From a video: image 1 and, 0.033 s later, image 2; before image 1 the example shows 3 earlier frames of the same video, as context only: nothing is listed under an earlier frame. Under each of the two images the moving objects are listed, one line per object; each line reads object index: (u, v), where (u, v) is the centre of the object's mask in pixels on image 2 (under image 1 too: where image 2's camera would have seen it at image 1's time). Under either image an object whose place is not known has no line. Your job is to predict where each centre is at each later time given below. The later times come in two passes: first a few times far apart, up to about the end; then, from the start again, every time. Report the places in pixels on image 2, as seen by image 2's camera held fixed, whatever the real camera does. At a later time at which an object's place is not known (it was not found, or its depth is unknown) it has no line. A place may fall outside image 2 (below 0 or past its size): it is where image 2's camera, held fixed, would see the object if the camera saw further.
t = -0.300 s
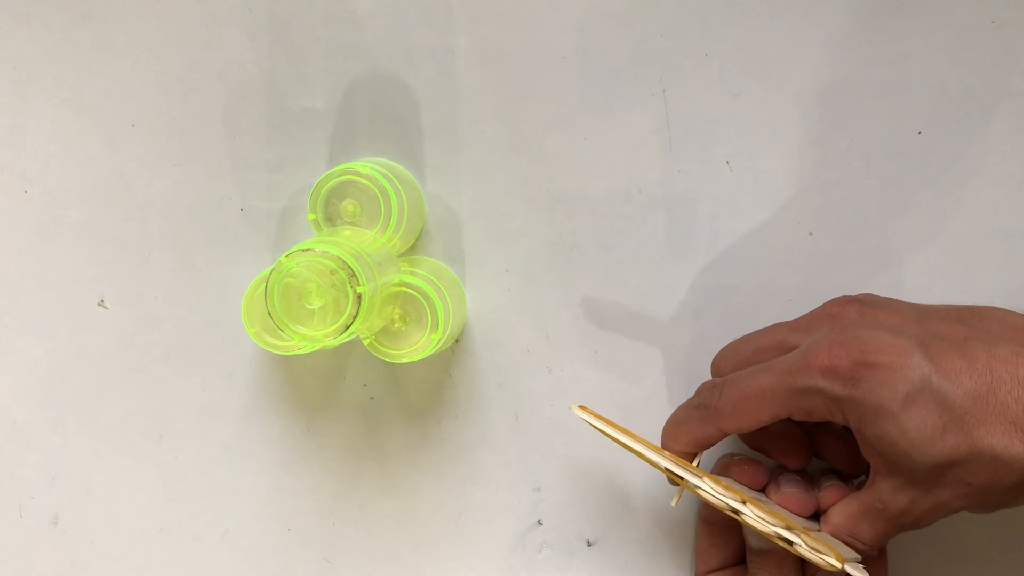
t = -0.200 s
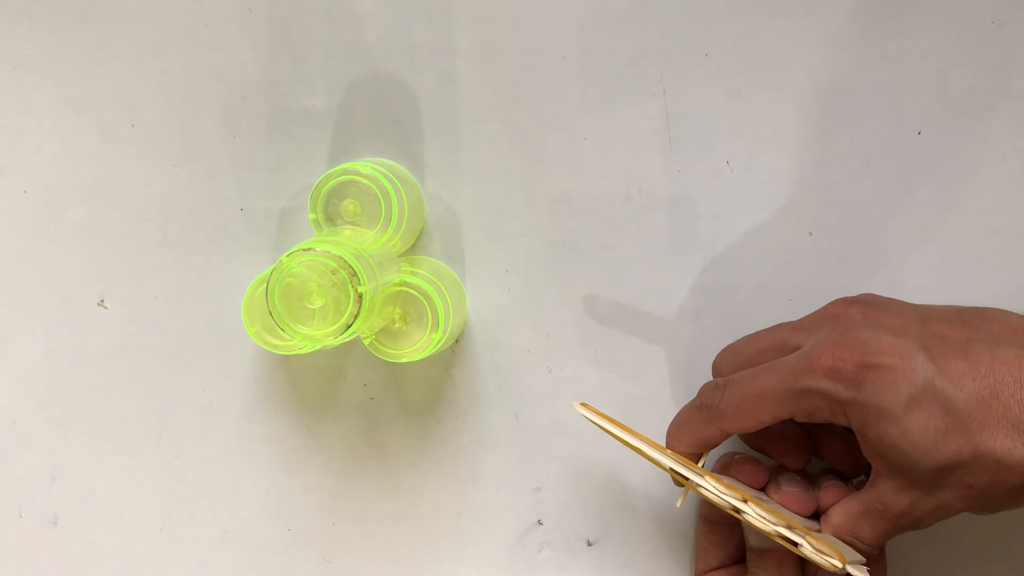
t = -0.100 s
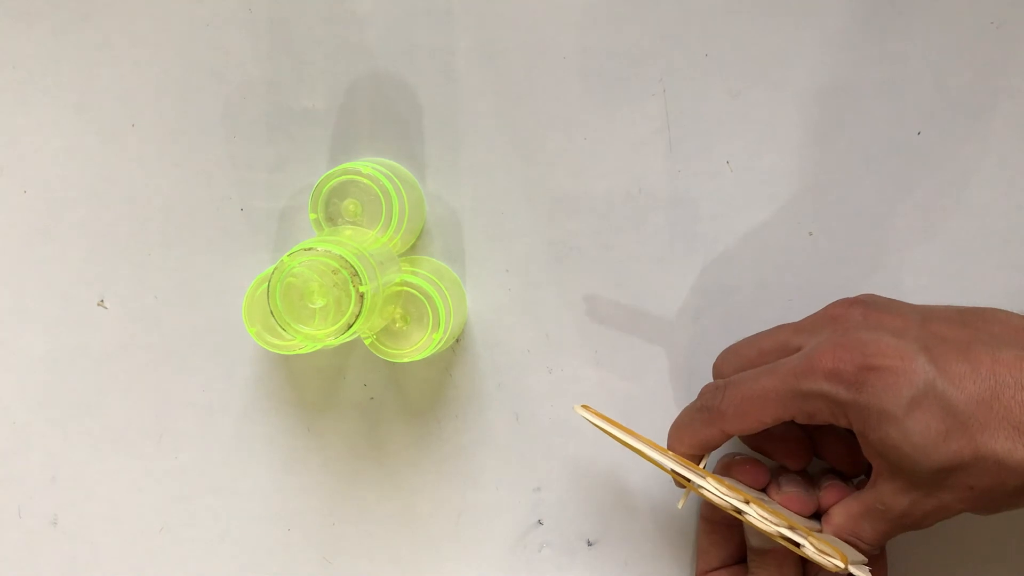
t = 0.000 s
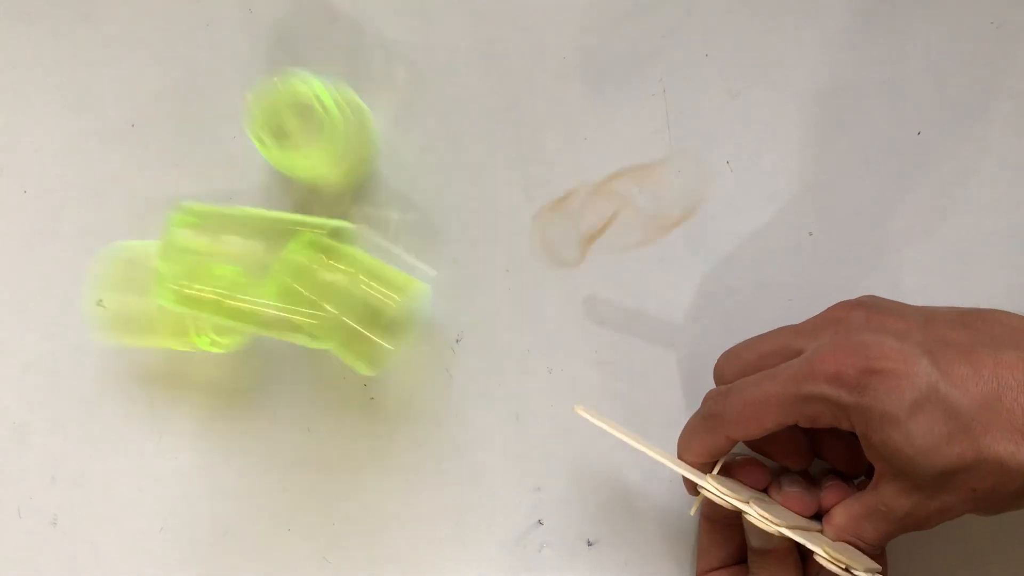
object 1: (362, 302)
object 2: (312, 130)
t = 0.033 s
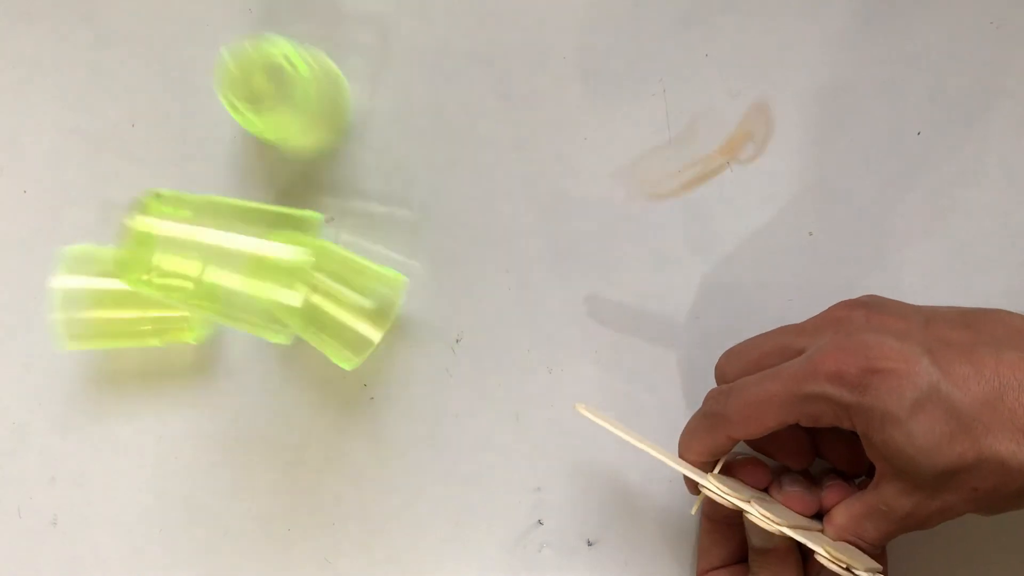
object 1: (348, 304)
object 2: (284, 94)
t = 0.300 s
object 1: (325, 328)
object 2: (184, 23)
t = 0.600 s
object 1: (372, 393)
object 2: (184, 23)
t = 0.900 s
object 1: (423, 443)
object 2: (184, 23)
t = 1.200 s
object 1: (509, 497)
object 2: (183, 23)
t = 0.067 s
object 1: (304, 289)
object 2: (257, 63)
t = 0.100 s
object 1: (288, 287)
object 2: (236, 45)
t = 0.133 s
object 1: (285, 295)
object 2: (219, 35)
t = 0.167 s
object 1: (297, 299)
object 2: (204, 28)
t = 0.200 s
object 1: (311, 303)
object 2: (193, 25)
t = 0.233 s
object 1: (313, 314)
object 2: (186, 23)
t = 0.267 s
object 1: (317, 321)
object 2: (184, 23)
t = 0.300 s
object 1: (325, 328)
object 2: (184, 23)
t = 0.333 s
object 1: (336, 332)
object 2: (184, 23)
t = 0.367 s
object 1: (347, 332)
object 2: (184, 23)
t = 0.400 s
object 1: (353, 337)
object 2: (184, 23)
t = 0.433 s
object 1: (358, 345)
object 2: (184, 23)
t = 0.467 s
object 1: (364, 352)
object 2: (184, 23)
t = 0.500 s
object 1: (366, 364)
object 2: (184, 23)
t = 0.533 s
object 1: (367, 376)
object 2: (184, 23)
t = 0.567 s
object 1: (369, 385)
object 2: (184, 23)
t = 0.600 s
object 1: (372, 393)
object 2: (184, 23)
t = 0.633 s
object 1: (376, 400)
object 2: (184, 23)
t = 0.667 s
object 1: (380, 407)
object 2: (184, 23)
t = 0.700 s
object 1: (386, 413)
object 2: (184, 23)
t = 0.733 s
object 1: (391, 418)
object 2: (184, 23)
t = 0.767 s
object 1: (398, 423)
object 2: (184, 23)
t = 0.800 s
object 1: (404, 428)
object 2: (184, 23)
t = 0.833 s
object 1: (410, 433)
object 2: (184, 23)
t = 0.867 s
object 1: (416, 438)
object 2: (184, 23)
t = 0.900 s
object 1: (423, 443)
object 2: (184, 23)
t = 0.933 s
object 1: (430, 449)
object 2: (184, 23)
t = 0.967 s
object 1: (438, 454)
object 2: (184, 23)
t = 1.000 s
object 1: (447, 460)
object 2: (184, 23)
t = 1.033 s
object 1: (455, 466)
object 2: (184, 23)
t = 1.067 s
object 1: (465, 471)
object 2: (184, 23)
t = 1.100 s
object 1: (475, 478)
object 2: (184, 23)
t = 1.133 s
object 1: (486, 484)
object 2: (184, 23)
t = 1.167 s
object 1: (497, 490)
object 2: (184, 23)
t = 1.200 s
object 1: (509, 497)
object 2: (183, 23)
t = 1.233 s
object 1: (521, 502)
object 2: (184, 23)
